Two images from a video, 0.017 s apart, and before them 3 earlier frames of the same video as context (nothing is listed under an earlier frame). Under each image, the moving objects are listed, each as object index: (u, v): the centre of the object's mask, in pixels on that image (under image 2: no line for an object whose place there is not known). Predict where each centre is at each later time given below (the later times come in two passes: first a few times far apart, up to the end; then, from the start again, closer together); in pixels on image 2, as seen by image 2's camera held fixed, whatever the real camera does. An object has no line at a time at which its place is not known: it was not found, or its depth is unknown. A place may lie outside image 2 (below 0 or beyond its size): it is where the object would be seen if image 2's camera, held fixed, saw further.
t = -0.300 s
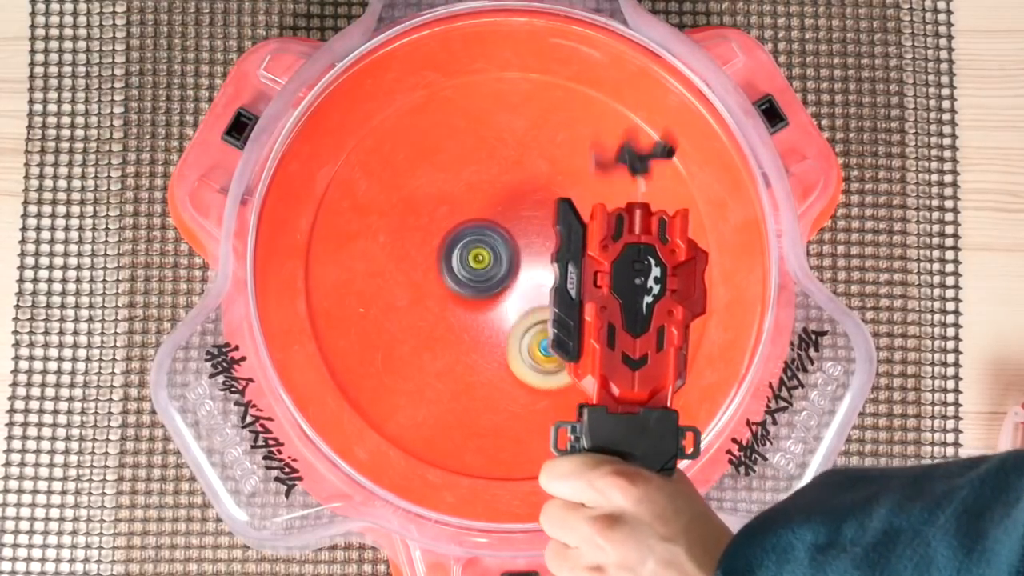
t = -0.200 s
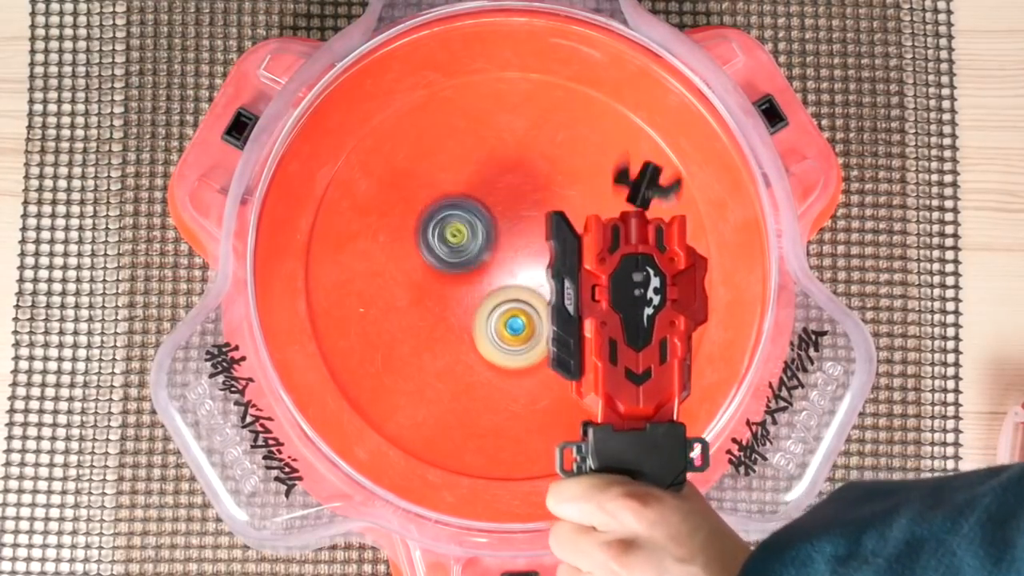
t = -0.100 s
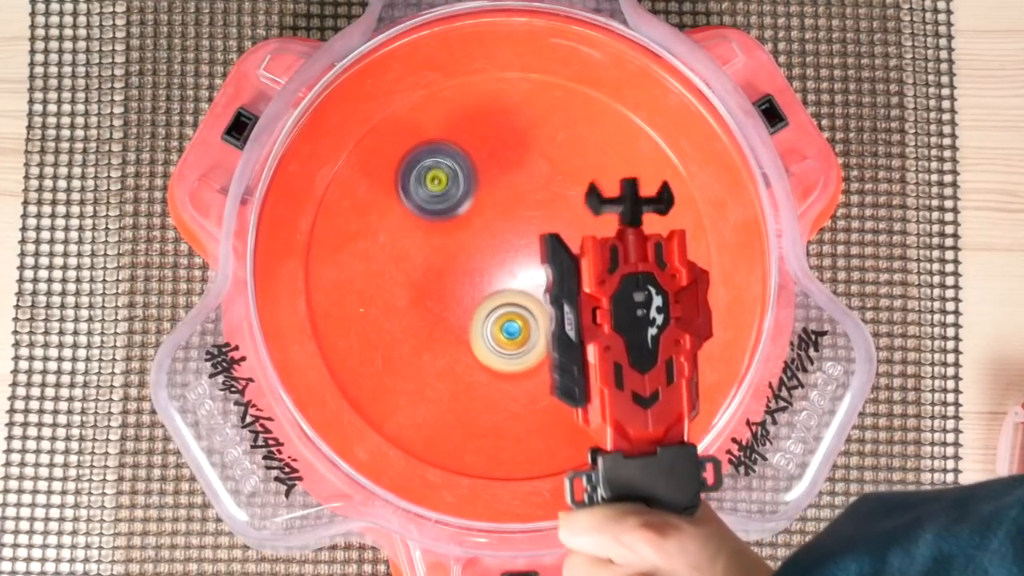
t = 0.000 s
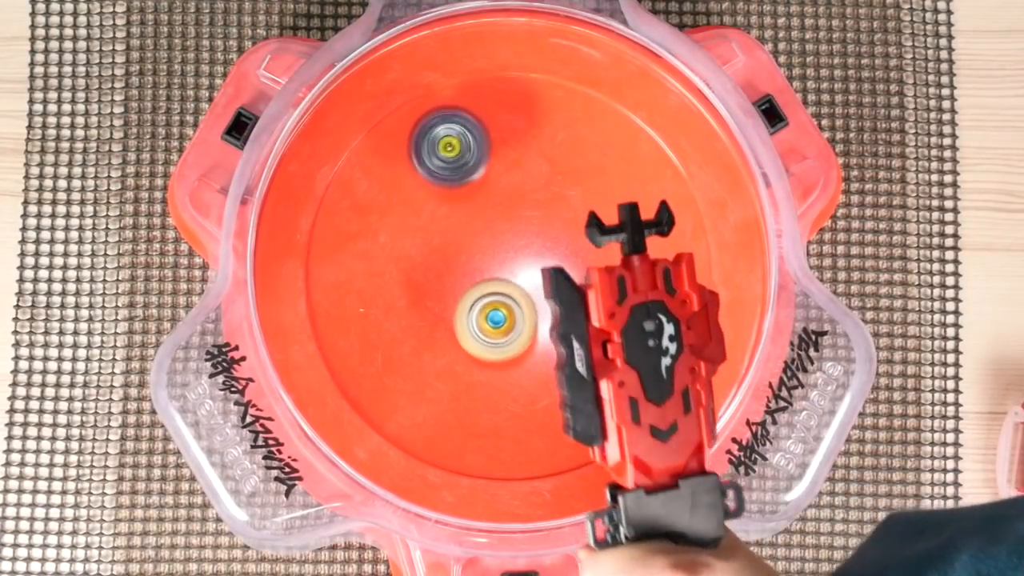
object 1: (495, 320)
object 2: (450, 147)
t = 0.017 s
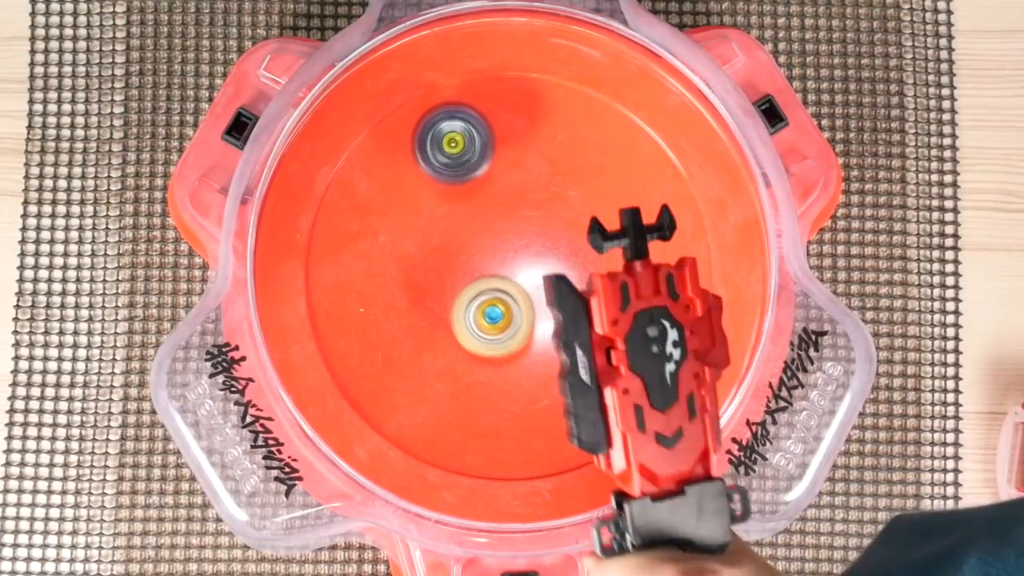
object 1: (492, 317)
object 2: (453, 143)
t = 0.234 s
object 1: (502, 268)
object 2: (512, 158)
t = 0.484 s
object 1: (567, 339)
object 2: (538, 179)
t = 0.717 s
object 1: (484, 336)
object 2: (530, 217)
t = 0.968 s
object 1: (426, 319)
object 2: (568, 172)
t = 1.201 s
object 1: (494, 258)
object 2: (573, 211)
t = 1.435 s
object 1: (497, 328)
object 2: (607, 188)
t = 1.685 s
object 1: (459, 325)
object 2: (550, 217)
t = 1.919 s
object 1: (463, 267)
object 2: (615, 174)
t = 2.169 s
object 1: (486, 377)
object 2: (563, 185)
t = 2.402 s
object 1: (525, 332)
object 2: (486, 234)
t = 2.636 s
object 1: (540, 315)
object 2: (440, 293)
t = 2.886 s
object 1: (579, 307)
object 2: (491, 298)
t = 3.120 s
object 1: (603, 296)
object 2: (481, 249)
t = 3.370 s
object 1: (568, 250)
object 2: (438, 259)
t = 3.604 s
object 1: (542, 251)
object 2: (425, 285)
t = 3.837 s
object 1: (559, 228)
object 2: (425, 309)
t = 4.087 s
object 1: (534, 244)
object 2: (481, 317)
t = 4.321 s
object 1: (522, 231)
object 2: (527, 329)
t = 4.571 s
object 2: (560, 303)
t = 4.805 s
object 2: (578, 270)
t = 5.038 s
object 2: (559, 237)
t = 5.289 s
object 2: (522, 103)
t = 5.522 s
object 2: (395, 264)
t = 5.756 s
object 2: (355, 367)
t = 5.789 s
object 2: (373, 371)
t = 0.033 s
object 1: (490, 313)
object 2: (457, 140)
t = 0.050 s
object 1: (488, 309)
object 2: (462, 138)
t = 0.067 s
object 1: (486, 305)
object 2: (466, 137)
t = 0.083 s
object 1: (485, 301)
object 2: (470, 136)
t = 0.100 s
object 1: (484, 297)
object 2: (474, 136)
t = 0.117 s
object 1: (484, 293)
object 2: (479, 137)
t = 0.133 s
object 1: (485, 289)
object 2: (484, 138)
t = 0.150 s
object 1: (486, 285)
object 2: (488, 140)
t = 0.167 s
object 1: (488, 281)
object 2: (493, 143)
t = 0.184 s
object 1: (491, 278)
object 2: (498, 146)
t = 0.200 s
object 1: (494, 274)
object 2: (503, 149)
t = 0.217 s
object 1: (498, 271)
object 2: (507, 154)
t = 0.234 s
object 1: (502, 268)
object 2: (512, 158)
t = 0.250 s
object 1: (506, 266)
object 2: (516, 163)
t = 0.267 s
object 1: (511, 264)
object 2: (521, 168)
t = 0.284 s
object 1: (516, 262)
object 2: (524, 174)
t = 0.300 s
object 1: (522, 265)
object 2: (526, 175)
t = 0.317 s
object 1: (529, 272)
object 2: (528, 173)
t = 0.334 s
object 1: (536, 278)
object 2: (529, 172)
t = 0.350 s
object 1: (542, 285)
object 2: (530, 171)
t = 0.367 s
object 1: (548, 291)
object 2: (532, 170)
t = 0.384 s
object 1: (553, 298)
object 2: (534, 171)
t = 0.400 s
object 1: (558, 305)
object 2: (535, 172)
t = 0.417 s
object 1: (562, 312)
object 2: (535, 173)
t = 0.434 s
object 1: (565, 319)
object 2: (536, 173)
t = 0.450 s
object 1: (567, 326)
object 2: (538, 174)
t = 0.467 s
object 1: (567, 332)
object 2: (538, 177)
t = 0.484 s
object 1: (567, 339)
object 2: (538, 179)
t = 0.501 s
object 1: (566, 344)
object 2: (539, 180)
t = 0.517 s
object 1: (563, 350)
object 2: (540, 182)
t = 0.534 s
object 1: (560, 354)
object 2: (540, 185)
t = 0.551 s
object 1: (555, 358)
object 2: (539, 188)
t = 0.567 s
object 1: (550, 361)
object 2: (539, 189)
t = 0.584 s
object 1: (543, 363)
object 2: (539, 192)
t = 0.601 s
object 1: (536, 364)
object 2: (539, 195)
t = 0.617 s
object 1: (529, 363)
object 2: (537, 198)
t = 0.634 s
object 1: (521, 362)
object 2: (536, 199)
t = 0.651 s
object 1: (513, 359)
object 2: (536, 203)
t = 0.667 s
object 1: (505, 355)
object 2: (534, 207)
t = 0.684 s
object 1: (497, 349)
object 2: (532, 210)
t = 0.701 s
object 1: (490, 343)
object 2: (530, 213)
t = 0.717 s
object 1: (484, 336)
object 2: (530, 217)
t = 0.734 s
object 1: (479, 328)
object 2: (528, 221)
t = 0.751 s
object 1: (474, 320)
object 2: (525, 225)
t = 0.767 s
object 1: (471, 310)
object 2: (523, 228)
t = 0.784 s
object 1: (468, 302)
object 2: (521, 232)
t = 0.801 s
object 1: (460, 305)
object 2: (524, 224)
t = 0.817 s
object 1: (452, 309)
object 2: (530, 212)
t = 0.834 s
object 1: (445, 313)
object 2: (535, 201)
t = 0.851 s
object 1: (439, 316)
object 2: (540, 194)
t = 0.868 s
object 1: (434, 319)
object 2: (543, 187)
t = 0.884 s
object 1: (430, 320)
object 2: (548, 180)
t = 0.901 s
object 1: (427, 321)
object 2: (553, 177)
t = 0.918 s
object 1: (426, 322)
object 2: (556, 175)
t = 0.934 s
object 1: (425, 321)
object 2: (560, 172)
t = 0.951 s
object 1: (425, 320)
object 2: (565, 171)
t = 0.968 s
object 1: (426, 319)
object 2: (568, 172)
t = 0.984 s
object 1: (428, 317)
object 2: (571, 172)
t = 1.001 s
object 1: (432, 314)
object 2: (574, 172)
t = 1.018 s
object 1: (435, 312)
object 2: (576, 174)
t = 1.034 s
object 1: (440, 308)
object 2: (577, 177)
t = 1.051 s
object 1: (445, 305)
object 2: (578, 178)
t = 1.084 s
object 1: (455, 296)
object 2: (580, 185)
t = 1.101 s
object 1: (461, 291)
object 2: (579, 187)
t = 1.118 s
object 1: (467, 285)
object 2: (580, 190)
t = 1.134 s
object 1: (473, 279)
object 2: (579, 195)
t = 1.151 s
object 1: (478, 274)
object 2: (577, 199)
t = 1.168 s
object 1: (483, 267)
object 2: (576, 202)
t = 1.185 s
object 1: (488, 263)
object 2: (575, 205)
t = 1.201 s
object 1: (494, 258)
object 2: (573, 211)
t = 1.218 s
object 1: (497, 258)
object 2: (573, 210)
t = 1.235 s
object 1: (496, 263)
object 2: (578, 206)
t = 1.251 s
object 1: (495, 269)
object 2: (582, 201)
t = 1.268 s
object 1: (495, 275)
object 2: (585, 196)
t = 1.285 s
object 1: (496, 280)
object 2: (588, 191)
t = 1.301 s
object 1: (496, 287)
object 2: (591, 189)
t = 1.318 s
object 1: (497, 292)
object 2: (593, 186)
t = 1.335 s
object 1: (499, 297)
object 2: (596, 184)
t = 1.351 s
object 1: (500, 303)
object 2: (598, 183)
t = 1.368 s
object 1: (502, 307)
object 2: (600, 182)
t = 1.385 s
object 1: (503, 316)
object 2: (604, 182)
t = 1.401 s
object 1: (502, 322)
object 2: (607, 182)
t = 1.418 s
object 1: (501, 326)
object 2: (608, 184)
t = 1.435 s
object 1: (497, 328)
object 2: (607, 188)
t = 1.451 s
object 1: (493, 327)
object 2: (606, 192)
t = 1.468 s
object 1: (489, 324)
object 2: (603, 197)
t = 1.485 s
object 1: (484, 320)
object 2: (598, 202)
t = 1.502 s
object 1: (481, 315)
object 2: (593, 208)
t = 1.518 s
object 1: (483, 310)
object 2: (587, 212)
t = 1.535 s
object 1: (485, 304)
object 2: (580, 218)
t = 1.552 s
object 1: (491, 298)
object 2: (572, 225)
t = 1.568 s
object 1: (499, 295)
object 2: (564, 231)
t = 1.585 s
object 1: (499, 304)
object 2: (561, 225)
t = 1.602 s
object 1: (494, 315)
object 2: (563, 215)
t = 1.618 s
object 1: (488, 324)
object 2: (563, 211)
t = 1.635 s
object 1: (482, 330)
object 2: (562, 210)
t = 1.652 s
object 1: (474, 332)
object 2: (561, 211)
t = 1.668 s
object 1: (466, 331)
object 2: (557, 214)
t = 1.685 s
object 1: (459, 325)
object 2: (550, 217)
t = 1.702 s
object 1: (453, 316)
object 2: (543, 221)
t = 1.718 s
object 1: (451, 305)
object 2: (536, 224)
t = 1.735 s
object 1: (453, 292)
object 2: (529, 227)
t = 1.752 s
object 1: (451, 287)
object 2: (527, 223)
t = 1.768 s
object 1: (436, 297)
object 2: (547, 199)
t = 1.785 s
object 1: (426, 306)
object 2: (565, 179)
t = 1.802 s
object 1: (422, 310)
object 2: (579, 166)
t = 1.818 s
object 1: (421, 311)
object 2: (591, 160)
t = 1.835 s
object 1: (424, 307)
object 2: (602, 158)
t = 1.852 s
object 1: (428, 301)
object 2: (610, 158)
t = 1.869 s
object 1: (435, 293)
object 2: (615, 159)
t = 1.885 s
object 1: (443, 283)
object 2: (617, 163)
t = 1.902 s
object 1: (452, 275)
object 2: (617, 168)
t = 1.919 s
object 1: (463, 267)
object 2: (615, 174)
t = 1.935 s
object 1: (473, 264)
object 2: (612, 180)
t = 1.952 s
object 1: (487, 262)
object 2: (607, 187)
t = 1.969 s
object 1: (499, 264)
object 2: (601, 194)
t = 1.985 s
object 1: (513, 268)
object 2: (594, 202)
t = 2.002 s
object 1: (525, 274)
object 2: (588, 209)
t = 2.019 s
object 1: (532, 292)
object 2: (585, 204)
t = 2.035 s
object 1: (535, 313)
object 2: (585, 192)
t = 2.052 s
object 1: (536, 331)
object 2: (586, 183)
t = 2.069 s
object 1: (535, 346)
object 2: (587, 179)
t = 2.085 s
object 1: (532, 358)
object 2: (587, 177)
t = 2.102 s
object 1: (526, 369)
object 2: (585, 178)
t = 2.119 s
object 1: (518, 376)
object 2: (581, 179)
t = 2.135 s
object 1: (507, 379)
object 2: (575, 179)
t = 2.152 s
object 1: (496, 380)
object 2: (569, 181)
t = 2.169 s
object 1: (486, 377)
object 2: (563, 185)
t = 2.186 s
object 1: (478, 369)
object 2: (557, 189)
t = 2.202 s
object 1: (473, 361)
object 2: (551, 193)
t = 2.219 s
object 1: (472, 350)
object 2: (544, 197)
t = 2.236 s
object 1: (476, 337)
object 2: (538, 203)
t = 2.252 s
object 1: (479, 323)
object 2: (530, 209)
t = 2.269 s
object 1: (485, 313)
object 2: (521, 216)
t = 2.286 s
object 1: (493, 306)
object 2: (514, 222)
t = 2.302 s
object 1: (501, 311)
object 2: (508, 215)
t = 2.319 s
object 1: (506, 316)
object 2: (503, 212)
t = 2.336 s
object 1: (514, 322)
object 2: (499, 212)
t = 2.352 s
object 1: (521, 327)
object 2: (496, 215)
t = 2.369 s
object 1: (526, 330)
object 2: (494, 220)
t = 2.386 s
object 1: (526, 331)
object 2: (490, 226)
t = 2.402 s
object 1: (525, 332)
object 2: (486, 234)
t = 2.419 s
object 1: (522, 333)
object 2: (482, 243)
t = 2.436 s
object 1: (520, 332)
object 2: (478, 252)
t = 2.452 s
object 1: (518, 335)
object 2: (472, 257)
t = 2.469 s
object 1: (522, 341)
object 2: (463, 259)
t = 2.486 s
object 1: (524, 344)
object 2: (458, 261)
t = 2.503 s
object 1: (526, 345)
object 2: (455, 264)
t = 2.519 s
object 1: (528, 343)
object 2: (453, 268)
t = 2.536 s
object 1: (527, 340)
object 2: (452, 273)
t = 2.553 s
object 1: (527, 337)
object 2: (451, 278)
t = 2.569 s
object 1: (526, 331)
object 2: (450, 284)
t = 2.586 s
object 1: (527, 326)
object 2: (448, 288)
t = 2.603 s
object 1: (532, 322)
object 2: (442, 291)
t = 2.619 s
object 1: (536, 318)
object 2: (440, 292)
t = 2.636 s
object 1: (540, 315)
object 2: (440, 293)
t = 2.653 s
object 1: (543, 314)
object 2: (442, 295)
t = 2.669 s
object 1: (548, 314)
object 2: (444, 298)
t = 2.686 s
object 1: (554, 314)
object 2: (447, 301)
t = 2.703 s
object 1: (559, 314)
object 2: (450, 304)
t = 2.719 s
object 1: (563, 315)
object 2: (454, 307)
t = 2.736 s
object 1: (567, 317)
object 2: (459, 309)
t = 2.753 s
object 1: (568, 319)
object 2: (464, 311)
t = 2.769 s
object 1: (568, 321)
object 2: (469, 312)
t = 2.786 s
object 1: (566, 323)
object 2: (476, 313)
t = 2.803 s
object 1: (569, 324)
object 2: (479, 313)
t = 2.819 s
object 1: (575, 322)
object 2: (478, 312)
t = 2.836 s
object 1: (579, 319)
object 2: (478, 309)
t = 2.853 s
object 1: (581, 316)
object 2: (481, 306)
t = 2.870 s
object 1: (580, 311)
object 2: (486, 302)
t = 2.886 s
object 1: (579, 307)
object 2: (491, 298)
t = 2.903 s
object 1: (580, 302)
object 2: (492, 296)
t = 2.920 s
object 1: (584, 298)
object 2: (492, 293)
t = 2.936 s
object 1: (585, 294)
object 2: (493, 289)
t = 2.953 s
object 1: (586, 292)
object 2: (495, 286)
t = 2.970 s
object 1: (586, 291)
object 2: (497, 282)
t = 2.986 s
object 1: (587, 290)
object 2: (499, 279)
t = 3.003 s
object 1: (597, 289)
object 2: (490, 275)
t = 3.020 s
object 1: (604, 288)
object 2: (484, 271)
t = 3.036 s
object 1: (608, 289)
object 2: (481, 266)
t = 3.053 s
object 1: (610, 290)
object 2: (479, 261)
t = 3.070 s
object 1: (610, 292)
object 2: (479, 257)
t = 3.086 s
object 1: (609, 294)
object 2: (479, 253)
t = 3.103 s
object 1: (606, 296)
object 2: (480, 251)
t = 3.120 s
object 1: (603, 296)
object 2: (481, 249)
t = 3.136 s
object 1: (599, 294)
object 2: (483, 247)
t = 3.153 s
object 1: (594, 290)
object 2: (485, 247)
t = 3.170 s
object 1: (589, 284)
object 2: (487, 247)
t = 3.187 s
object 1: (583, 277)
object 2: (490, 249)
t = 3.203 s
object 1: (578, 268)
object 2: (491, 250)
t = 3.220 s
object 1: (585, 260)
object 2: (478, 253)
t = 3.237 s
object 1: (590, 254)
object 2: (465, 255)
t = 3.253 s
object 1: (593, 249)
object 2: (456, 255)
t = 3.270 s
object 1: (593, 246)
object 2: (450, 254)
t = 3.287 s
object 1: (591, 244)
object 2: (446, 253)
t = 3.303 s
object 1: (587, 243)
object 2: (443, 254)
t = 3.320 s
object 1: (578, 245)
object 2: (440, 255)
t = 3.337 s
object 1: (575, 247)
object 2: (440, 257)
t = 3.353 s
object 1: (571, 248)
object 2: (439, 257)
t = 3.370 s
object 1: (568, 250)
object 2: (438, 259)
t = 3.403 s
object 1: (560, 254)
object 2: (438, 261)
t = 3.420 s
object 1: (557, 257)
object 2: (438, 261)
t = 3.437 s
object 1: (553, 259)
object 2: (438, 263)
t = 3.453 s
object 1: (550, 261)
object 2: (439, 264)
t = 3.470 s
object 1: (547, 263)
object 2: (439, 265)
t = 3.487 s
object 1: (543, 264)
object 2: (442, 266)
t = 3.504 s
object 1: (540, 265)
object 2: (442, 267)
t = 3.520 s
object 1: (536, 265)
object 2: (444, 269)
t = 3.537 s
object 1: (532, 265)
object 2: (444, 269)
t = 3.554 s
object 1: (532, 263)
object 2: (443, 273)
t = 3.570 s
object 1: (535, 259)
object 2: (436, 277)
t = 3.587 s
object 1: (539, 255)
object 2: (430, 282)
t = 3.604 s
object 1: (542, 251)
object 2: (425, 285)
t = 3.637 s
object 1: (548, 244)
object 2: (419, 291)
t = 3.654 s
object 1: (550, 241)
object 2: (417, 293)
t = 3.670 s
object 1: (552, 238)
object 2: (416, 295)
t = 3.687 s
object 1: (554, 235)
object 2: (415, 295)
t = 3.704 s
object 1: (556, 233)
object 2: (415, 297)
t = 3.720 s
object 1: (558, 231)
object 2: (415, 297)
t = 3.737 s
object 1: (559, 230)
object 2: (416, 299)
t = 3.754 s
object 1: (560, 229)
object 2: (417, 301)
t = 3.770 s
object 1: (560, 228)
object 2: (418, 303)
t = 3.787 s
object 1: (560, 228)
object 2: (420, 304)
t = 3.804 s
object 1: (560, 228)
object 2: (421, 306)
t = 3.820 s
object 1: (559, 228)
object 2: (423, 308)
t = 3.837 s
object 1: (559, 228)
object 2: (425, 309)
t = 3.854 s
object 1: (558, 229)
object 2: (428, 311)
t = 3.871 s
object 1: (557, 230)
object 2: (431, 312)
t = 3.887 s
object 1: (555, 231)
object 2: (434, 314)
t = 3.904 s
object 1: (554, 232)
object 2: (437, 315)
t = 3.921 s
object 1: (552, 233)
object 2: (440, 316)
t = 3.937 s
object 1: (550, 234)
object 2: (444, 316)
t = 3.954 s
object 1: (548, 236)
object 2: (447, 317)
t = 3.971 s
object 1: (546, 237)
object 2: (451, 318)
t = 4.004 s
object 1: (542, 239)
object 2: (459, 318)
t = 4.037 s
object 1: (539, 241)
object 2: (467, 318)
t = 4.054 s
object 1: (537, 242)
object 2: (472, 318)
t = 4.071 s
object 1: (536, 243)
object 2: (476, 317)
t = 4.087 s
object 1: (534, 244)
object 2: (481, 317)
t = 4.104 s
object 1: (533, 245)
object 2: (486, 316)
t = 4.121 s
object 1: (532, 243)
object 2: (490, 317)
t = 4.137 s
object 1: (533, 240)
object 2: (492, 321)
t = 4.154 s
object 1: (533, 238)
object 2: (496, 324)
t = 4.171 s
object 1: (533, 236)
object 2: (498, 325)
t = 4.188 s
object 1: (532, 235)
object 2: (501, 326)
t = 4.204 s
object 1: (531, 235)
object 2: (504, 326)
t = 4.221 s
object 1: (530, 236)
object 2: (507, 326)
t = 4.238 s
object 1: (528, 237)
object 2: (511, 325)
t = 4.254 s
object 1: (528, 237)
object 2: (513, 324)
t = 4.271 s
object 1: (527, 239)
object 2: (517, 323)
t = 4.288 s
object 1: (525, 237)
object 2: (520, 324)
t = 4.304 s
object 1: (524, 234)
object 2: (525, 328)
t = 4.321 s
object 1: (522, 231)
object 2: (527, 329)
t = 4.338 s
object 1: (521, 228)
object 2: (531, 331)
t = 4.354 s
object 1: (520, 227)
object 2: (533, 330)
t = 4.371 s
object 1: (519, 227)
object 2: (536, 331)
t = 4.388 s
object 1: (517, 226)
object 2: (539, 330)
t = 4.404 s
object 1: (515, 226)
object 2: (540, 329)
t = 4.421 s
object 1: (514, 226)
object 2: (543, 328)
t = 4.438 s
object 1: (512, 227)
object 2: (545, 325)
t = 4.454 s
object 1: (511, 228)
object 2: (548, 324)
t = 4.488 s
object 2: (552, 319)
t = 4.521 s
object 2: (555, 312)
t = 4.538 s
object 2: (557, 310)
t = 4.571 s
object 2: (560, 303)
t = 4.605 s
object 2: (566, 299)
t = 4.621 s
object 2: (569, 297)
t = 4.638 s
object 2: (570, 295)
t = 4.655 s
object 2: (572, 293)
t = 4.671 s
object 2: (572, 290)
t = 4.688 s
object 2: (573, 288)
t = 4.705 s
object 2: (574, 285)
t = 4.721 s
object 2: (573, 283)
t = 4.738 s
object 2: (575, 280)
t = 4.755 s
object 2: (574, 277)
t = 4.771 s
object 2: (576, 275)
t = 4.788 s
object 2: (578, 273)
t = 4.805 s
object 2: (578, 270)
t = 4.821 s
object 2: (578, 269)
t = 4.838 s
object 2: (578, 267)
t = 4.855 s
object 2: (577, 266)
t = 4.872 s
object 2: (577, 263)
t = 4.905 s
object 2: (573, 260)
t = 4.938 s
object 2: (569, 256)
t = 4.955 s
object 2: (568, 253)
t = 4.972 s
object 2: (564, 251)
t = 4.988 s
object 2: (564, 249)
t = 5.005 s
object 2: (562, 245)
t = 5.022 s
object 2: (560, 242)
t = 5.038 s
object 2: (559, 237)
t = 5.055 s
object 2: (554, 235)
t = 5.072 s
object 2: (553, 232)
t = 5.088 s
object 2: (549, 230)
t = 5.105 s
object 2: (545, 230)
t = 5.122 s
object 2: (543, 227)
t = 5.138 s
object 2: (542, 218)
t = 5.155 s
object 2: (534, 189)
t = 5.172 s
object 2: (534, 172)
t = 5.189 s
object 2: (530, 157)
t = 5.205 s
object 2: (527, 139)
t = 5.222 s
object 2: (525, 125)
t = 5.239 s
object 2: (522, 111)
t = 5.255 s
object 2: (521, 105)
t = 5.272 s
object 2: (522, 103)
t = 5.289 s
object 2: (522, 103)
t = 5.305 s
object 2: (522, 103)
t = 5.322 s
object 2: (522, 105)
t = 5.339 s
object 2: (521, 114)
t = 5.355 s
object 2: (514, 124)
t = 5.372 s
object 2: (501, 133)
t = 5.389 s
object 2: (487, 143)
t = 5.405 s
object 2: (476, 154)
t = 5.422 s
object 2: (463, 166)
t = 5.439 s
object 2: (451, 180)
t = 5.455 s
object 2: (439, 197)
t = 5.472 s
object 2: (429, 214)
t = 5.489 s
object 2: (419, 231)
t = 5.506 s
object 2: (408, 248)
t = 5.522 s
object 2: (395, 264)
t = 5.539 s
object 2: (381, 277)
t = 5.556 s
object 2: (367, 288)
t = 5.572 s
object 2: (353, 298)
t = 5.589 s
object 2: (342, 306)
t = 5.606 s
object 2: (336, 314)
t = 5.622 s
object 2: (332, 321)
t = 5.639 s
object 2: (329, 327)
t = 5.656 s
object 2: (327, 335)
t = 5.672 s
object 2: (327, 341)
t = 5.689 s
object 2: (329, 346)
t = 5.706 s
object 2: (334, 351)
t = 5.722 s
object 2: (339, 357)
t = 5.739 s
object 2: (347, 362)
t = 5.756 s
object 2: (355, 367)
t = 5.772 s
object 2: (364, 369)
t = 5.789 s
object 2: (373, 371)
